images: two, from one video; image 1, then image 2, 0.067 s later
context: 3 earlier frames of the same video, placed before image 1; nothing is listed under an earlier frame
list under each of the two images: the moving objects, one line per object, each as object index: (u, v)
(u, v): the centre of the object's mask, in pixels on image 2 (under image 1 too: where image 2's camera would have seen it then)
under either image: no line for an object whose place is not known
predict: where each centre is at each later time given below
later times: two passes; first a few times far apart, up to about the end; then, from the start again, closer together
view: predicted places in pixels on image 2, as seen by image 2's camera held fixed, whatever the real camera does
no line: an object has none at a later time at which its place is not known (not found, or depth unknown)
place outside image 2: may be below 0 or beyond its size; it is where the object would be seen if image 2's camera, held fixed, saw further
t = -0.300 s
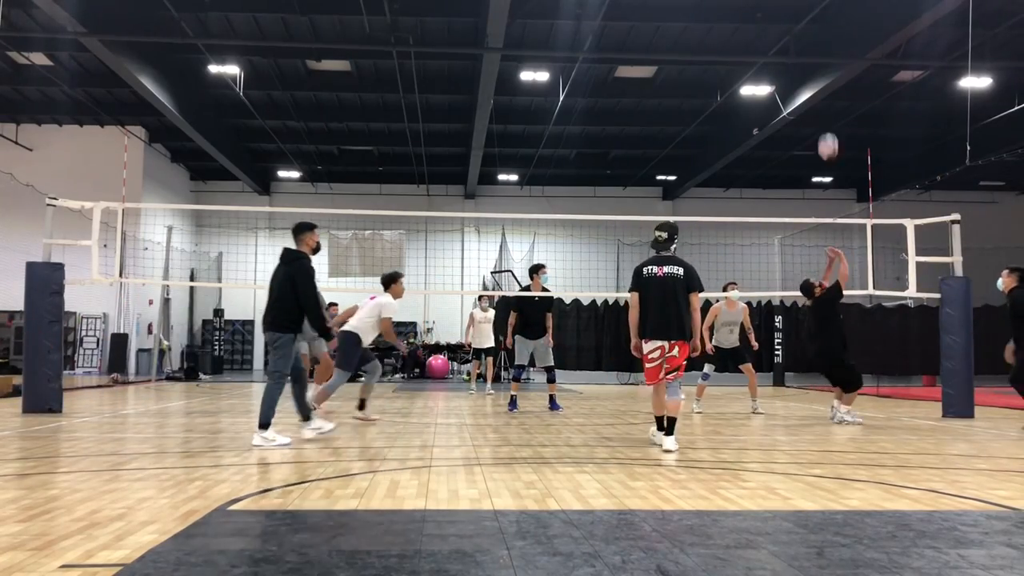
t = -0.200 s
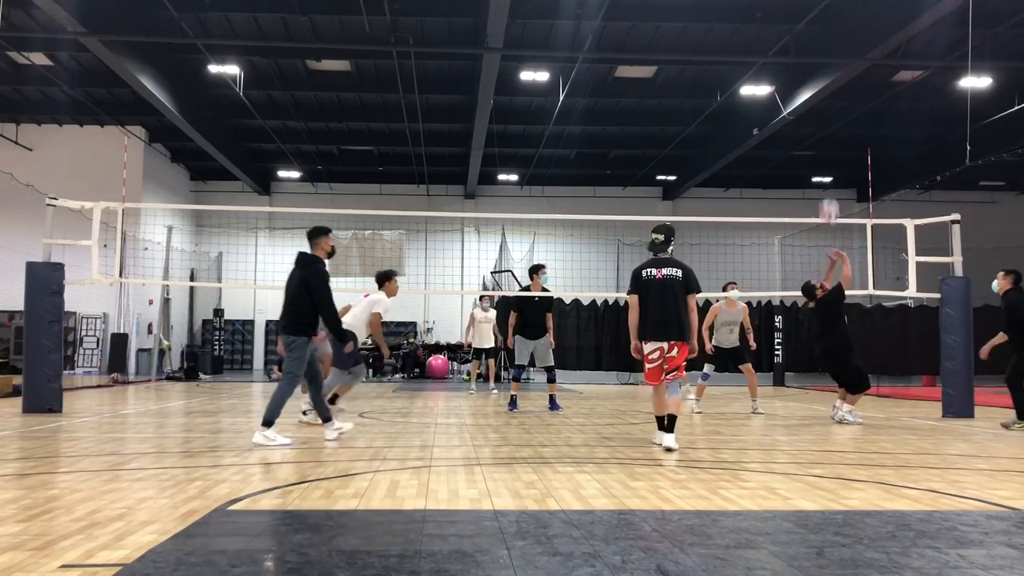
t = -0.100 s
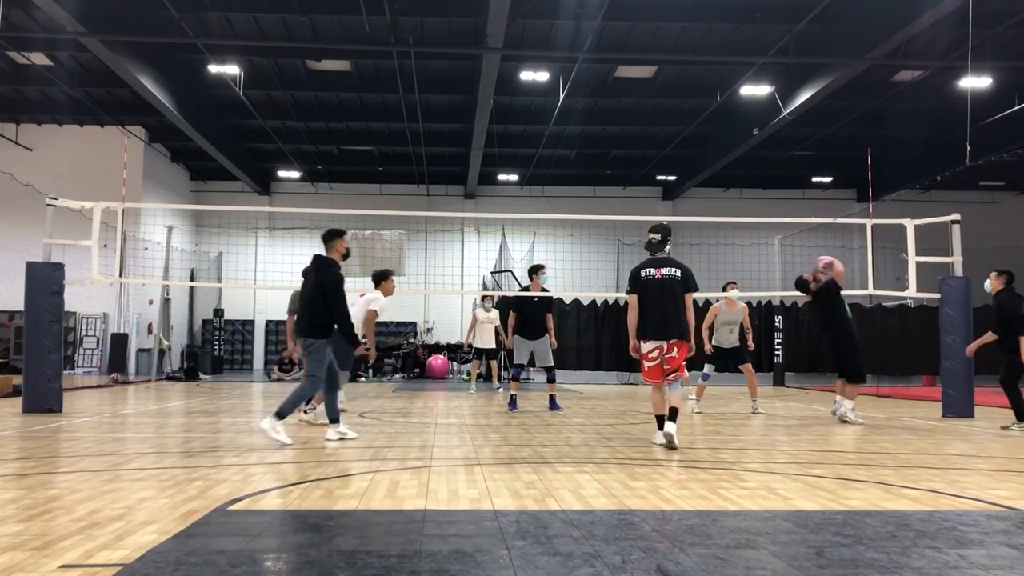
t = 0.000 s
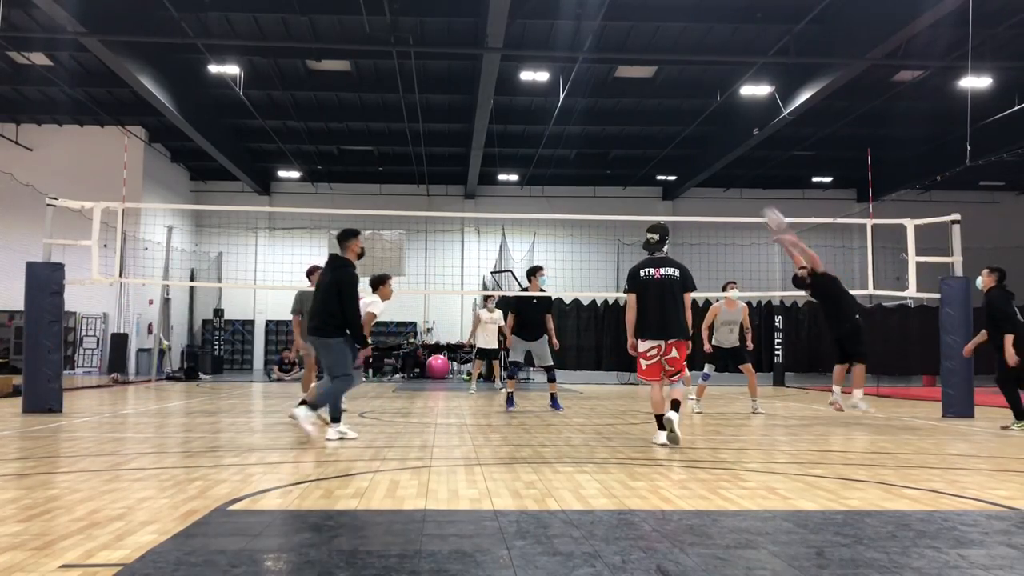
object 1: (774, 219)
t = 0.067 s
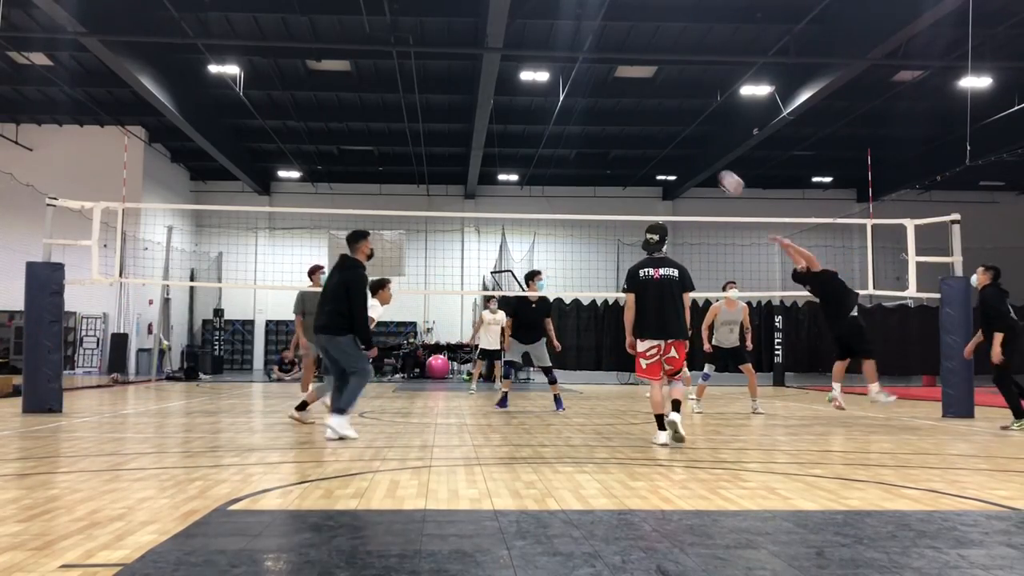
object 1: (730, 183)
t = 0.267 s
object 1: (608, 101)
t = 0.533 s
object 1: (453, 51)
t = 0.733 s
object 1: (340, 57)
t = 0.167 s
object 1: (668, 137)
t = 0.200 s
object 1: (648, 124)
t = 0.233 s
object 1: (628, 112)
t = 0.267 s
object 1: (608, 101)
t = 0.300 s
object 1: (588, 91)
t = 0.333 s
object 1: (569, 82)
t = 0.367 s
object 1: (550, 75)
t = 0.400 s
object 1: (530, 65)
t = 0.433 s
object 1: (511, 62)
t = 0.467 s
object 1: (491, 58)
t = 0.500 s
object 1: (472, 54)
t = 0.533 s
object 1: (453, 51)
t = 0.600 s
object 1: (415, 49)
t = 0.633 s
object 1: (396, 49)
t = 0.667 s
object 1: (377, 50)
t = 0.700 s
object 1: (359, 52)
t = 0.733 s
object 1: (340, 57)
